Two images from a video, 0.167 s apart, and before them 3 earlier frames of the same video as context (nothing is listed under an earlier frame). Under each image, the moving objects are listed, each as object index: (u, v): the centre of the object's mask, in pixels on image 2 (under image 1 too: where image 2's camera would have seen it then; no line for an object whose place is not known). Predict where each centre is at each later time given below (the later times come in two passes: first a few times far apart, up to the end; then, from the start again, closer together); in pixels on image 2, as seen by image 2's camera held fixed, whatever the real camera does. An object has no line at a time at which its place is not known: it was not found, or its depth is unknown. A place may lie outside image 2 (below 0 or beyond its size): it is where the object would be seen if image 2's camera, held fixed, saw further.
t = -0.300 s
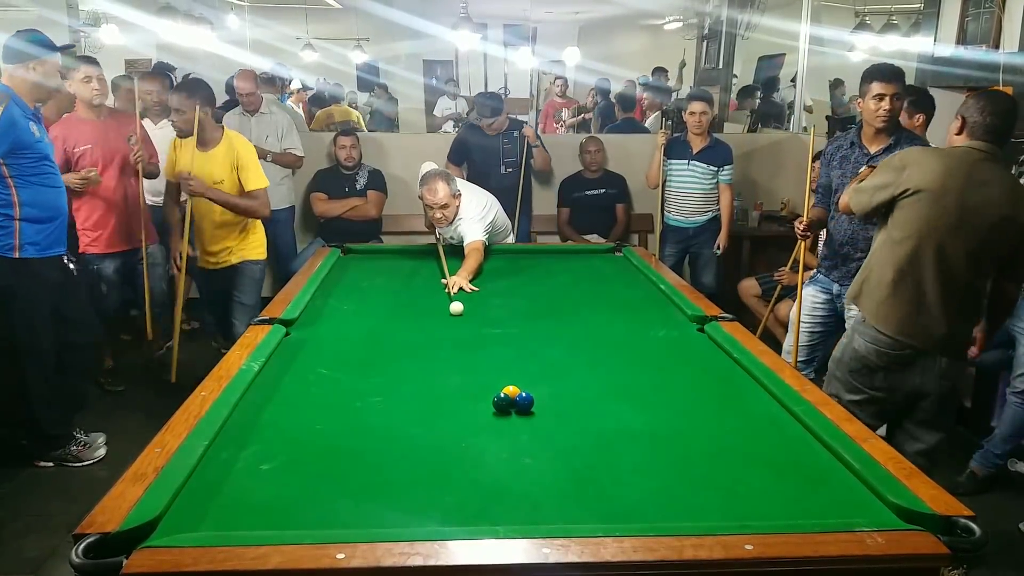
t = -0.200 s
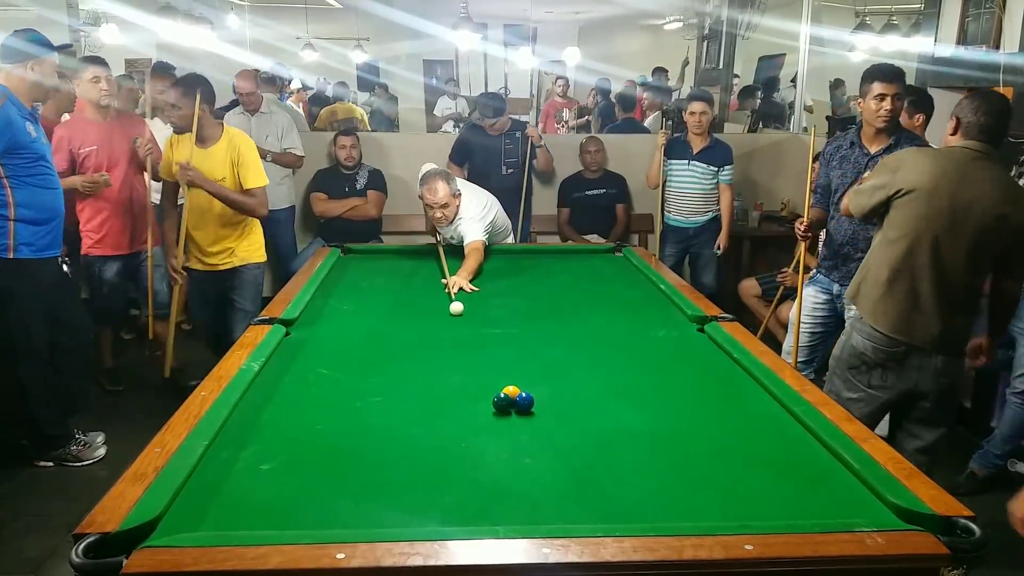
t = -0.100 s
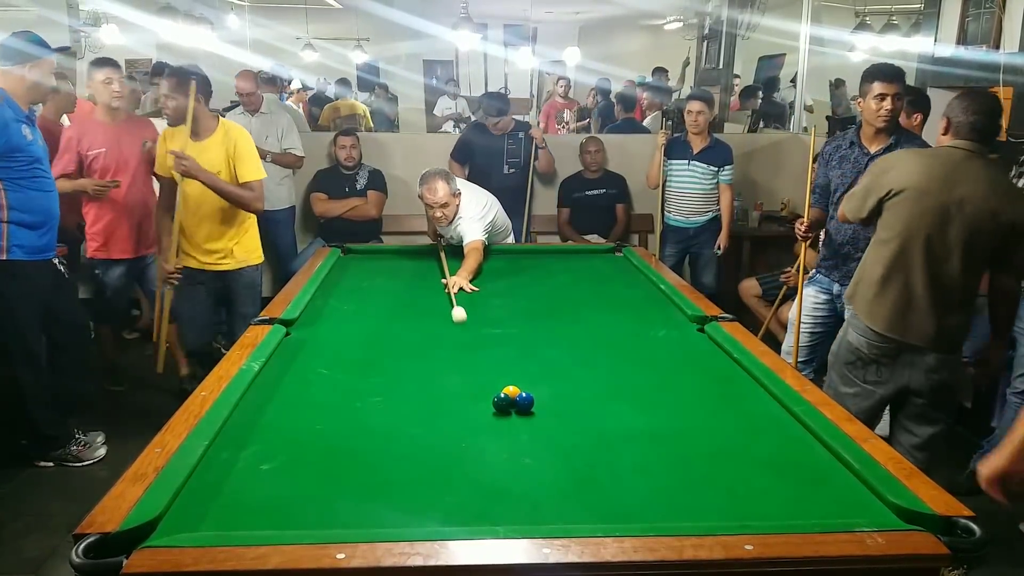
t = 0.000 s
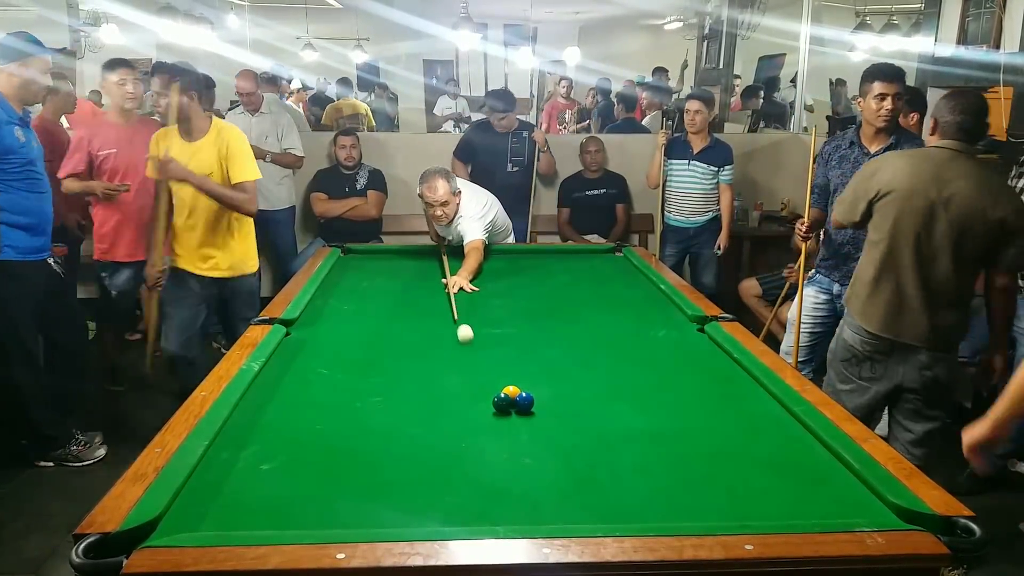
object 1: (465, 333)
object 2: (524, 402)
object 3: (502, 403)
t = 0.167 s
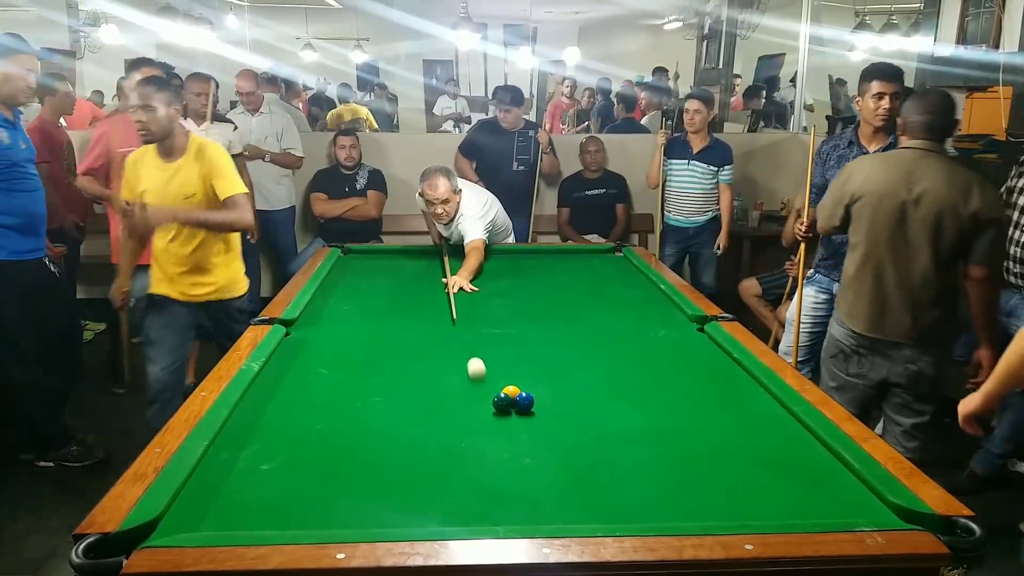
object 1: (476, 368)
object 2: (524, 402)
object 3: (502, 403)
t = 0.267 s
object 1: (484, 394)
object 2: (524, 402)
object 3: (502, 402)
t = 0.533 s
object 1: (410, 458)
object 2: (587, 398)
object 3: (519, 430)
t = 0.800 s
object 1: (320, 510)
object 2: (646, 396)
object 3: (536, 460)
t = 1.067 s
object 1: (281, 453)
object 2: (700, 393)
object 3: (555, 493)
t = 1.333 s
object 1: (252, 409)
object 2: (751, 392)
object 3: (571, 515)
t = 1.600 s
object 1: (282, 380)
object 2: (733, 390)
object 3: (567, 493)
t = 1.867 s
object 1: (316, 357)
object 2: (700, 389)
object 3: (565, 471)
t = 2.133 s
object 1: (344, 338)
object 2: (672, 388)
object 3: (564, 454)
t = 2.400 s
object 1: (366, 322)
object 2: (647, 387)
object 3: (564, 440)
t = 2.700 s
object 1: (385, 308)
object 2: (624, 386)
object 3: (563, 427)
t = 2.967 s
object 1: (400, 297)
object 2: (608, 385)
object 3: (564, 418)
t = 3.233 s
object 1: (412, 288)
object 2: (595, 385)
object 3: (565, 411)
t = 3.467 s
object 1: (422, 281)
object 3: (566, 406)
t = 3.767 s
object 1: (432, 274)
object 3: (567, 401)
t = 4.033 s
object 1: (440, 267)
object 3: (567, 398)
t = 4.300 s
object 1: (446, 262)
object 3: (568, 396)
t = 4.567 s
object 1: (453, 258)
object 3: (568, 396)
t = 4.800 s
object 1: (457, 254)
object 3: (568, 396)
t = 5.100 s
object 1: (463, 251)
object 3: (568, 395)
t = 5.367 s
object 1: (466, 253)
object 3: (568, 396)
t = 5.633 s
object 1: (469, 254)
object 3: (568, 395)
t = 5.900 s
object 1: (472, 256)
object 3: (568, 396)
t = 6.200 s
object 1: (474, 258)
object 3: (568, 396)
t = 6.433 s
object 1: (476, 258)
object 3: (568, 396)
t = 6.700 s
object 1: (477, 259)
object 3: (568, 396)
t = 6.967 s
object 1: (477, 259)
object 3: (568, 396)
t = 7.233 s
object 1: (477, 259)
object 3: (568, 395)
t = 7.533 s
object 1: (477, 259)
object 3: (568, 396)
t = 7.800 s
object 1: (477, 259)
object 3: (568, 396)
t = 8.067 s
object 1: (477, 259)
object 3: (568, 395)
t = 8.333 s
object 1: (477, 259)
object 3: (569, 395)
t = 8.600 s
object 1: (477, 259)
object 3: (568, 396)
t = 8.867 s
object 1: (477, 259)
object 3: (569, 396)
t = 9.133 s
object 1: (477, 259)
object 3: (569, 396)
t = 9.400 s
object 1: (477, 259)
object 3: (568, 396)
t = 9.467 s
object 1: (477, 259)
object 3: (568, 396)
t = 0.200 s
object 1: (479, 376)
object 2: (524, 402)
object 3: (502, 403)
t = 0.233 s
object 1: (481, 385)
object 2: (524, 402)
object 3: (502, 403)
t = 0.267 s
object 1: (484, 394)
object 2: (524, 402)
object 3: (502, 402)
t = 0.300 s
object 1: (478, 402)
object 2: (530, 401)
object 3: (506, 406)
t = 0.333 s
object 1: (468, 408)
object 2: (539, 400)
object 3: (508, 410)
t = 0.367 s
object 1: (458, 415)
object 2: (548, 400)
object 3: (510, 413)
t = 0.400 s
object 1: (449, 423)
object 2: (556, 400)
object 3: (511, 416)
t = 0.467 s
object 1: (430, 440)
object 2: (571, 399)
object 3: (515, 423)
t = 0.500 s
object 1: (420, 449)
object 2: (579, 399)
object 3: (517, 426)
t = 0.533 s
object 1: (410, 458)
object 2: (587, 398)
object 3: (519, 430)
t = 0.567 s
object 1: (399, 468)
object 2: (594, 398)
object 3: (521, 433)
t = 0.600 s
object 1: (387, 478)
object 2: (602, 398)
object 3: (523, 437)
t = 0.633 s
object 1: (375, 490)
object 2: (609, 397)
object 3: (525, 441)
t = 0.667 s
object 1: (362, 501)
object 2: (617, 397)
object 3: (528, 444)
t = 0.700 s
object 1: (349, 512)
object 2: (624, 397)
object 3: (530, 448)
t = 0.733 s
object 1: (336, 520)
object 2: (631, 396)
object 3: (532, 452)
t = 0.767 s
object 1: (325, 517)
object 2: (639, 396)
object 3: (534, 456)
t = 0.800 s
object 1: (320, 510)
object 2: (646, 396)
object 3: (536, 460)
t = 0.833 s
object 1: (314, 503)
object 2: (653, 396)
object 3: (538, 463)
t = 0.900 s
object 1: (304, 487)
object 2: (666, 395)
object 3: (543, 473)
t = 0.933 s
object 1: (299, 480)
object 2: (673, 395)
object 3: (545, 477)
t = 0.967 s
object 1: (294, 472)
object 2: (680, 394)
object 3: (547, 480)
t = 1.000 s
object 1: (290, 465)
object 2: (687, 394)
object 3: (550, 485)
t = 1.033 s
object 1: (285, 459)
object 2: (693, 394)
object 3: (552, 489)
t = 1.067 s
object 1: (281, 453)
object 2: (700, 393)
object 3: (555, 493)
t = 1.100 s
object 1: (277, 447)
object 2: (707, 393)
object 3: (557, 498)
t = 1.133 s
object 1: (273, 441)
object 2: (713, 393)
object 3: (560, 502)
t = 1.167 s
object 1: (269, 435)
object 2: (720, 393)
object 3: (562, 507)
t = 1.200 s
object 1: (266, 430)
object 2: (726, 392)
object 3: (565, 511)
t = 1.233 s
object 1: (262, 424)
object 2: (732, 392)
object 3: (568, 514)
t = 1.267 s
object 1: (259, 419)
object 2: (738, 392)
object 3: (570, 517)
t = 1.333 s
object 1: (252, 409)
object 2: (751, 392)
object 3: (571, 515)
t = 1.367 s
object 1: (249, 405)
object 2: (757, 391)
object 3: (571, 513)
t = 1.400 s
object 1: (251, 400)
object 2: (760, 391)
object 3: (570, 511)
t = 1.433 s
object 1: (256, 397)
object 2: (756, 391)
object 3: (570, 510)
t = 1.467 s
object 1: (262, 393)
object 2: (751, 391)
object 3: (569, 504)
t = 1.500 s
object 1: (267, 390)
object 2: (746, 391)
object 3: (569, 502)
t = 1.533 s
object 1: (272, 386)
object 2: (742, 391)
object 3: (568, 499)
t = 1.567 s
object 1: (277, 383)
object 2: (737, 391)
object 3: (568, 496)
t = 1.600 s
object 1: (282, 380)
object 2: (733, 390)
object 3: (567, 493)
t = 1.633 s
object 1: (286, 377)
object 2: (729, 390)
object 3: (567, 490)
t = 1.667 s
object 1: (291, 374)
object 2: (725, 390)
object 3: (567, 487)
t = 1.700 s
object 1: (295, 371)
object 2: (720, 390)
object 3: (566, 484)
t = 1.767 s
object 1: (304, 365)
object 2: (712, 390)
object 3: (566, 479)
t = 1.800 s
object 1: (308, 362)
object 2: (708, 389)
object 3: (566, 476)
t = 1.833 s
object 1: (312, 359)
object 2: (704, 389)
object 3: (565, 474)
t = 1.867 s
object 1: (316, 357)
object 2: (700, 389)
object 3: (565, 471)
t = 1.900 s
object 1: (320, 354)
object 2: (697, 389)
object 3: (565, 469)
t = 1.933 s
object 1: (323, 352)
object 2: (693, 389)
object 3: (565, 466)
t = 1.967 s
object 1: (327, 349)
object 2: (689, 389)
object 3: (565, 464)
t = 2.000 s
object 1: (331, 347)
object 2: (686, 388)
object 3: (564, 462)
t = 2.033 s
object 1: (334, 344)
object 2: (682, 388)
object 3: (564, 460)
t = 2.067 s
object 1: (337, 342)
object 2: (679, 388)
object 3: (564, 458)
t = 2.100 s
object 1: (340, 340)
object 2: (675, 388)
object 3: (564, 456)
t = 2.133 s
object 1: (344, 338)
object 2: (672, 388)
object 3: (564, 454)
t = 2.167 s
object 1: (346, 336)
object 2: (669, 388)
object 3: (564, 452)
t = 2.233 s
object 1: (352, 332)
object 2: (662, 387)
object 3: (564, 448)
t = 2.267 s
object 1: (355, 330)
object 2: (659, 387)
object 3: (564, 447)
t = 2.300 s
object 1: (358, 328)
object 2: (656, 387)
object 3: (564, 445)
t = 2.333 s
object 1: (361, 326)
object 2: (653, 387)
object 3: (564, 443)
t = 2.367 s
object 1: (363, 324)
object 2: (650, 387)
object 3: (563, 442)
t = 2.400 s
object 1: (366, 322)
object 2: (647, 387)
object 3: (564, 440)
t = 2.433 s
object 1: (368, 321)
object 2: (645, 387)
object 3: (564, 438)
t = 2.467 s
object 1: (370, 319)
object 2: (642, 387)
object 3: (563, 437)
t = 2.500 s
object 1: (373, 317)
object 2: (639, 387)
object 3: (563, 435)
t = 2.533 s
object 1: (375, 316)
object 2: (637, 387)
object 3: (563, 434)
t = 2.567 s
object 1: (377, 314)
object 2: (633, 387)
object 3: (563, 433)
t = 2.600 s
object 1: (379, 313)
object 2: (631, 386)
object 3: (563, 431)
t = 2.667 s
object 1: (383, 309)
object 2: (627, 386)
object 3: (563, 429)
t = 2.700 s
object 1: (385, 308)
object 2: (624, 386)
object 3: (563, 427)
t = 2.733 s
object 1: (387, 307)
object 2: (622, 386)
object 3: (564, 426)
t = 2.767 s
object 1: (389, 305)
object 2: (620, 386)
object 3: (564, 425)
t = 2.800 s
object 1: (391, 304)
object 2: (618, 386)
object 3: (564, 424)
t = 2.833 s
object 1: (393, 302)
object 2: (616, 386)
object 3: (564, 423)
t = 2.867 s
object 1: (395, 301)
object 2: (614, 386)
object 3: (564, 422)
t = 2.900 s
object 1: (397, 300)
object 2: (612, 385)
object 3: (564, 420)
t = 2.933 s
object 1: (398, 299)
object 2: (610, 386)
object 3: (564, 419)
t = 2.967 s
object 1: (400, 297)
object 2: (608, 385)
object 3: (564, 418)
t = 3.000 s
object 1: (402, 296)
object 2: (606, 385)
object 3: (565, 417)
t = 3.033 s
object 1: (403, 295)
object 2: (605, 385)
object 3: (565, 416)
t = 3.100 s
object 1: (407, 292)
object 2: (601, 385)
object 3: (565, 415)
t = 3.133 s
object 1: (408, 291)
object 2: (600, 385)
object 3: (565, 414)
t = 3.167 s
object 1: (410, 290)
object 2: (598, 385)
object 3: (565, 413)
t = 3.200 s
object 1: (411, 289)
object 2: (597, 385)
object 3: (565, 412)
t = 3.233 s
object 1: (412, 288)
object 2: (595, 385)
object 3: (565, 411)
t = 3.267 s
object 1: (414, 287)
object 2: (594, 385)
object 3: (566, 410)
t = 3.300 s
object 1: (415, 286)
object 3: (566, 410)
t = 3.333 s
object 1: (417, 285)
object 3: (566, 409)
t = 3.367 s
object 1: (418, 284)
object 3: (566, 408)
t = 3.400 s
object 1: (419, 283)
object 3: (566, 407)
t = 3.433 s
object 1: (421, 282)
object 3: (566, 407)
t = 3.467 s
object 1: (422, 281)
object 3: (566, 406)
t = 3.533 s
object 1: (424, 279)
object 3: (566, 405)
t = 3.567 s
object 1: (426, 278)
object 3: (567, 404)
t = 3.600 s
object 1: (427, 277)
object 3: (567, 404)
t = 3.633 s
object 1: (428, 277)
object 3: (567, 403)
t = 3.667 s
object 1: (429, 276)
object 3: (567, 403)
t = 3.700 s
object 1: (430, 275)
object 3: (567, 402)
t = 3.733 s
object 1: (431, 274)
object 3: (567, 401)
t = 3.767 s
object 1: (432, 274)
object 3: (567, 401)
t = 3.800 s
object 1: (433, 273)
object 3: (567, 401)
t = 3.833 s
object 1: (434, 272)
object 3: (567, 400)
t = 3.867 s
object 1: (435, 271)
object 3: (567, 400)
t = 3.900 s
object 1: (436, 270)
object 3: (567, 400)
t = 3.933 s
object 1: (437, 270)
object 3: (567, 399)
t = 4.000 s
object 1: (439, 268)
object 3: (567, 399)
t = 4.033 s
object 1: (440, 267)
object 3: (567, 398)
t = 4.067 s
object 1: (440, 267)
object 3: (567, 398)
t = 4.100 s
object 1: (441, 266)
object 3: (567, 398)
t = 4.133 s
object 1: (442, 265)
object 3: (568, 397)
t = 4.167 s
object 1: (443, 265)
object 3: (568, 397)
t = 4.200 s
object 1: (444, 264)
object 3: (568, 397)
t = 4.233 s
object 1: (445, 264)
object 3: (568, 397)
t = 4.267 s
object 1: (446, 263)
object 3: (568, 396)
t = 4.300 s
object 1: (446, 262)
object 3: (568, 396)
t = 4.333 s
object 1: (447, 262)
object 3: (568, 396)
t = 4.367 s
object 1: (448, 261)
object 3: (568, 396)
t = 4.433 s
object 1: (450, 260)
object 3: (568, 396)
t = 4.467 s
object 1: (450, 260)
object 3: (568, 396)
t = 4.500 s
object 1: (451, 259)
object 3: (568, 395)
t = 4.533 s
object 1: (452, 258)
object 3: (568, 395)
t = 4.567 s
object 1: (453, 258)
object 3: (568, 396)
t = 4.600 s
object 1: (453, 257)
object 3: (568, 396)
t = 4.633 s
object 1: (454, 257)
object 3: (568, 396)
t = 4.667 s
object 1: (454, 257)
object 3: (568, 396)
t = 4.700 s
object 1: (455, 256)
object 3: (568, 396)
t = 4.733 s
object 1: (455, 256)
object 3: (568, 396)
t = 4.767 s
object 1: (456, 255)
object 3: (569, 396)
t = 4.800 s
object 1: (457, 254)
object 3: (568, 396)
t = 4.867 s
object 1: (458, 254)
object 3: (568, 396)
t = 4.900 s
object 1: (459, 253)
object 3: (568, 396)
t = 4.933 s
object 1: (459, 253)
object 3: (568, 396)
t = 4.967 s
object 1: (460, 252)
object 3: (568, 396)
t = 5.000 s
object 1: (461, 252)
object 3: (568, 395)
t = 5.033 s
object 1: (461, 251)
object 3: (568, 395)
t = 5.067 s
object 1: (462, 251)
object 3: (568, 395)
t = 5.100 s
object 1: (463, 251)
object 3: (568, 395)
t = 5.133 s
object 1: (463, 251)
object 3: (568, 395)
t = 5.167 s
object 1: (464, 251)
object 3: (568, 396)
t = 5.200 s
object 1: (465, 251)
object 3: (568, 396)
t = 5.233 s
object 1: (465, 252)
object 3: (568, 396)
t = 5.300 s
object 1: (466, 252)
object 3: (568, 396)
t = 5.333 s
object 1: (466, 252)
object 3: (568, 395)
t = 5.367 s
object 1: (466, 253)
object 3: (568, 396)
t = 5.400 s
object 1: (467, 253)
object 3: (568, 395)
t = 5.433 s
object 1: (467, 253)
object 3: (568, 396)
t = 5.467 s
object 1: (467, 253)
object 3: (568, 396)
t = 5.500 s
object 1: (468, 254)
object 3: (568, 396)
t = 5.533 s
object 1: (468, 254)
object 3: (568, 396)
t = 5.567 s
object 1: (468, 254)
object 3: (568, 395)
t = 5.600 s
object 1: (469, 254)
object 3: (568, 396)
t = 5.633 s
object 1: (469, 254)
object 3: (568, 395)
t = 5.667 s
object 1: (469, 254)
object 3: (568, 395)
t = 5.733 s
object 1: (470, 255)
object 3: (568, 395)
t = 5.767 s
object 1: (470, 255)
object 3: (568, 396)
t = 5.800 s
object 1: (471, 256)
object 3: (568, 396)
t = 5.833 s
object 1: (471, 256)
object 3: (568, 396)
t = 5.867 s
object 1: (471, 256)
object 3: (568, 396)
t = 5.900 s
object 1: (472, 256)
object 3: (568, 396)
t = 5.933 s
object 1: (472, 256)
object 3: (568, 396)
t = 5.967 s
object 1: (472, 256)
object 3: (568, 396)
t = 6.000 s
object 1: (472, 257)
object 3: (568, 396)
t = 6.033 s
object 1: (473, 257)
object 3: (568, 396)
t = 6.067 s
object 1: (473, 257)
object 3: (568, 396)
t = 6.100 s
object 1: (473, 257)
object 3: (568, 396)
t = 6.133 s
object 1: (474, 257)
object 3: (568, 396)
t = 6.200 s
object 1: (474, 258)
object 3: (568, 396)
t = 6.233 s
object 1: (475, 258)
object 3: (568, 396)
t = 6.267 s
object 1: (475, 258)
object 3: (568, 396)
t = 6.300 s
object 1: (475, 258)
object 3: (568, 396)
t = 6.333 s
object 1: (475, 258)
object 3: (568, 396)
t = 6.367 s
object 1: (475, 258)
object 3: (568, 396)
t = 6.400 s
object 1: (476, 258)
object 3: (568, 396)
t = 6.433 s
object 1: (476, 258)
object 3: (568, 396)
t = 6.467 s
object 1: (476, 259)
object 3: (568, 396)
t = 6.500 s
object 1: (476, 259)
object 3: (568, 396)
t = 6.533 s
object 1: (476, 259)
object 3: (568, 396)
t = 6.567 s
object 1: (476, 259)
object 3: (568, 396)
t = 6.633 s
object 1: (477, 258)
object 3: (568, 396)
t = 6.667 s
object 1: (477, 259)
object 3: (568, 396)
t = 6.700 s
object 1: (477, 259)
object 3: (568, 396)
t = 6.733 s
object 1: (477, 259)
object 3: (568, 396)
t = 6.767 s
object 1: (476, 259)
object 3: (568, 395)
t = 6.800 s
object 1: (476, 260)
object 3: (568, 395)
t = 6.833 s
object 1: (477, 259)
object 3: (568, 396)
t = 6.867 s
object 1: (477, 259)
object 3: (568, 396)
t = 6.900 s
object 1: (477, 259)
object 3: (568, 396)
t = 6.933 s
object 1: (477, 259)
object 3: (568, 396)
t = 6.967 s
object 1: (477, 259)
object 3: (568, 396)
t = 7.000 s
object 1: (477, 259)
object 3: (568, 395)
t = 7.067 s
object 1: (477, 259)
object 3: (568, 396)
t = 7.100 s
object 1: (477, 259)
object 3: (568, 396)
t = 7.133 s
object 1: (477, 259)
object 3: (568, 396)
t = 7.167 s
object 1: (477, 259)
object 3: (568, 395)
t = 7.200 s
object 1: (477, 259)
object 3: (568, 395)
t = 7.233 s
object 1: (477, 259)
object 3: (568, 395)
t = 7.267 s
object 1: (477, 259)
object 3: (568, 395)
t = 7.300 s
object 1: (477, 259)
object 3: (568, 395)
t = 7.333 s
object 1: (477, 259)
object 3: (568, 395)
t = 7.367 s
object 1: (477, 259)
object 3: (568, 396)
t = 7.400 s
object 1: (477, 259)
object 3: (568, 396)
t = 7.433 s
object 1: (477, 259)
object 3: (568, 395)
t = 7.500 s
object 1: (477, 259)
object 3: (568, 396)
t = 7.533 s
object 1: (477, 259)
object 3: (568, 396)
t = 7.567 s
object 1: (477, 259)
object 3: (568, 396)
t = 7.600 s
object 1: (477, 259)
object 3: (568, 396)
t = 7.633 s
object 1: (477, 259)
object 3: (568, 396)
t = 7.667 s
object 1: (477, 259)
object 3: (568, 396)
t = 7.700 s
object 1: (477, 259)
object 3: (568, 396)
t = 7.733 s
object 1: (478, 259)
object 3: (568, 395)
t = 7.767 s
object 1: (478, 259)
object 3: (568, 396)
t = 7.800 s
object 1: (477, 259)
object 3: (568, 396)
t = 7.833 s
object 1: (477, 259)
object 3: (568, 396)
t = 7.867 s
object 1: (477, 259)
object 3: (568, 396)
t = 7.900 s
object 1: (477, 259)
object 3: (568, 395)
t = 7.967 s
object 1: (477, 259)
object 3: (568, 396)
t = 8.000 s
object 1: (477, 259)
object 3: (568, 395)
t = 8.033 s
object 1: (477, 259)
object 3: (568, 396)
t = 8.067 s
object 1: (477, 259)
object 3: (568, 395)
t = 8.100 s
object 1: (477, 259)
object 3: (568, 396)
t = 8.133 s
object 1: (477, 259)
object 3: (568, 396)
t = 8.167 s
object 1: (477, 259)
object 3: (568, 396)
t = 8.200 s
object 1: (477, 259)
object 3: (568, 395)
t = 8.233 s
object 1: (477, 259)
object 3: (568, 395)
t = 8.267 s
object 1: (477, 260)
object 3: (568, 395)
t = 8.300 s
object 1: (477, 259)
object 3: (568, 395)
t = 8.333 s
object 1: (477, 259)
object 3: (569, 395)
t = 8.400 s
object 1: (477, 259)
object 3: (568, 395)
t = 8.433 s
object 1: (477, 259)
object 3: (568, 395)
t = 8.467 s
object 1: (477, 259)
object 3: (568, 396)
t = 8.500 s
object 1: (477, 259)
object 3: (568, 396)
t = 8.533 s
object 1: (477, 259)
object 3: (568, 396)
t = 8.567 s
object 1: (477, 259)
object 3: (568, 395)
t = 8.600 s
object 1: (477, 259)
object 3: (568, 396)
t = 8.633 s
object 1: (477, 259)
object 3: (569, 395)
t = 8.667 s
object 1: (477, 259)
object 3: (568, 396)
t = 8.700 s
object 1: (477, 259)
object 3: (568, 395)
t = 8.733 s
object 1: (477, 259)
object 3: (568, 395)
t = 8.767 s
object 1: (477, 259)
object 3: (568, 396)
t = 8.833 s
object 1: (477, 259)
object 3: (569, 396)
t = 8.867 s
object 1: (477, 259)
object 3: (569, 396)
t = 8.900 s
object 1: (477, 259)
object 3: (569, 396)
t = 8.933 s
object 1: (477, 259)
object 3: (569, 396)
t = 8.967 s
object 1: (477, 259)
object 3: (569, 395)
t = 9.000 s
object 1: (477, 259)
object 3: (569, 395)
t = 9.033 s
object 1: (477, 259)
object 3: (568, 395)
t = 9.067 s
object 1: (477, 259)
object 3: (568, 396)
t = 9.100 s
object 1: (477, 259)
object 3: (569, 396)
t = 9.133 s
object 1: (477, 259)
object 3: (569, 396)
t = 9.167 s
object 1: (477, 259)
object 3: (569, 396)
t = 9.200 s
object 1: (477, 259)
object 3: (569, 396)
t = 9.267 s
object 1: (477, 259)
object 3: (569, 396)
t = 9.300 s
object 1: (477, 259)
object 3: (569, 396)
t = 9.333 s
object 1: (477, 259)
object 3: (569, 395)
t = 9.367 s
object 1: (477, 259)
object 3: (569, 395)
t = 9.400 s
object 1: (477, 259)
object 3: (568, 396)
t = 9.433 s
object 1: (477, 259)
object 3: (568, 396)
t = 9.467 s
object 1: (477, 259)
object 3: (568, 396)
